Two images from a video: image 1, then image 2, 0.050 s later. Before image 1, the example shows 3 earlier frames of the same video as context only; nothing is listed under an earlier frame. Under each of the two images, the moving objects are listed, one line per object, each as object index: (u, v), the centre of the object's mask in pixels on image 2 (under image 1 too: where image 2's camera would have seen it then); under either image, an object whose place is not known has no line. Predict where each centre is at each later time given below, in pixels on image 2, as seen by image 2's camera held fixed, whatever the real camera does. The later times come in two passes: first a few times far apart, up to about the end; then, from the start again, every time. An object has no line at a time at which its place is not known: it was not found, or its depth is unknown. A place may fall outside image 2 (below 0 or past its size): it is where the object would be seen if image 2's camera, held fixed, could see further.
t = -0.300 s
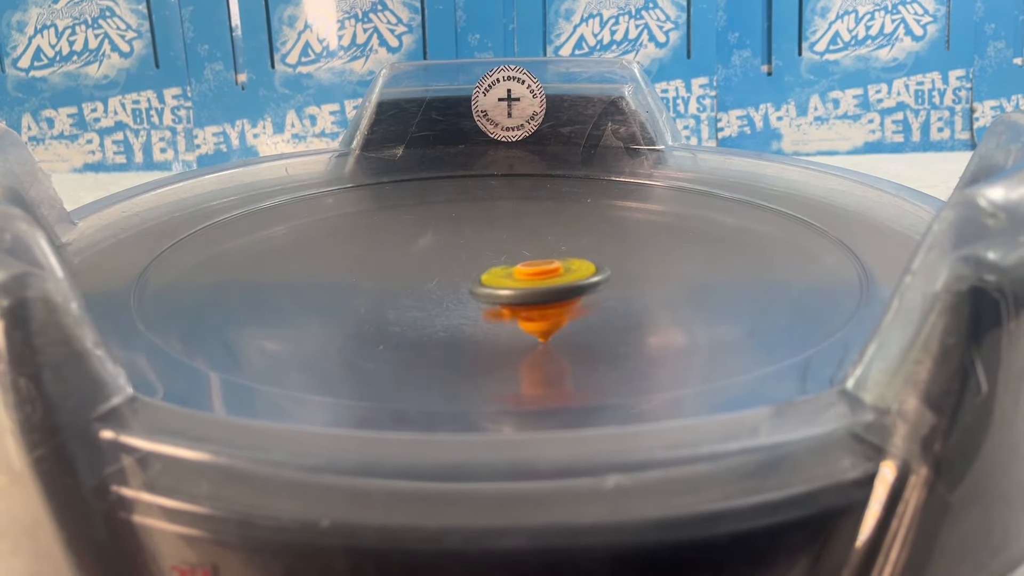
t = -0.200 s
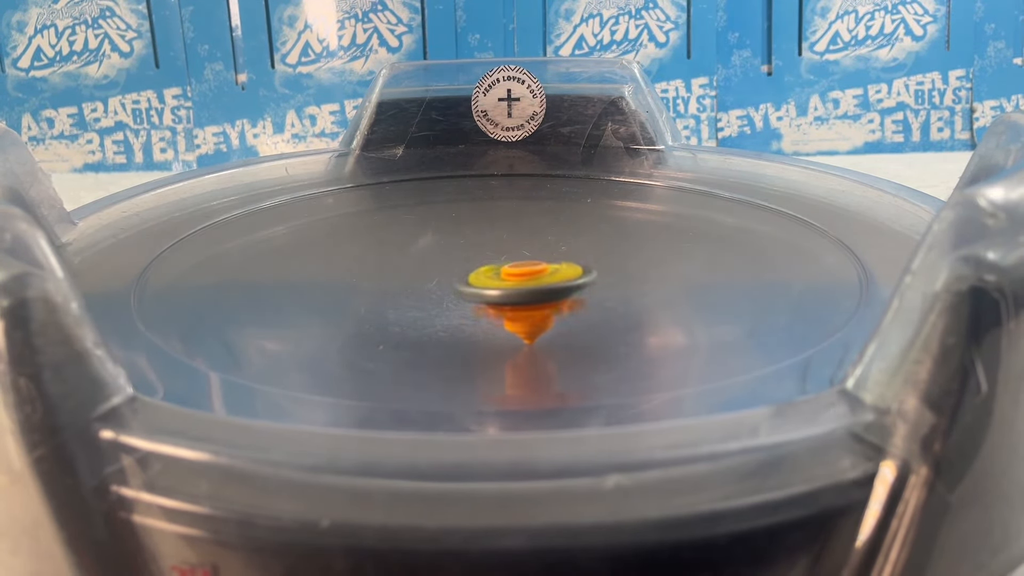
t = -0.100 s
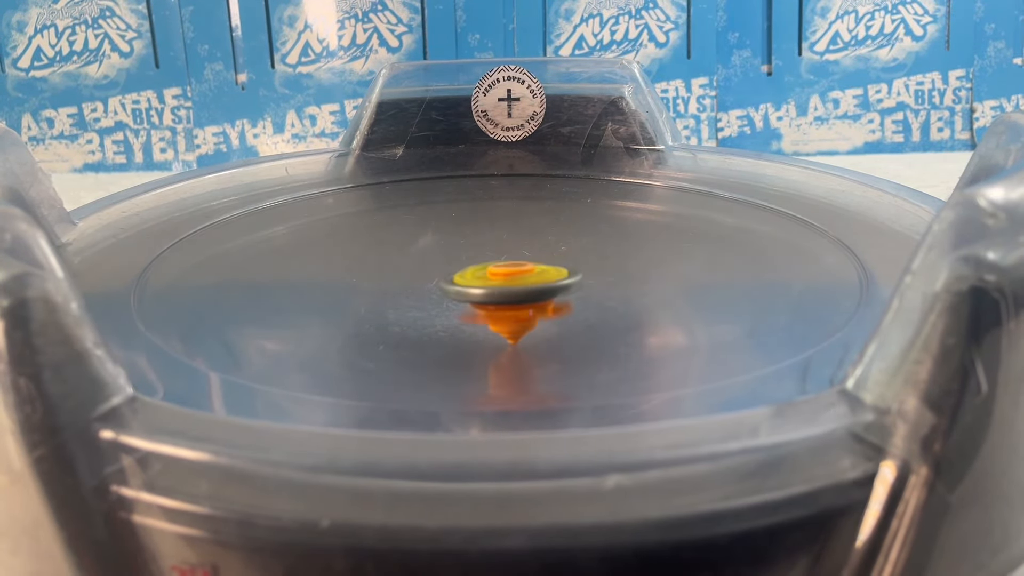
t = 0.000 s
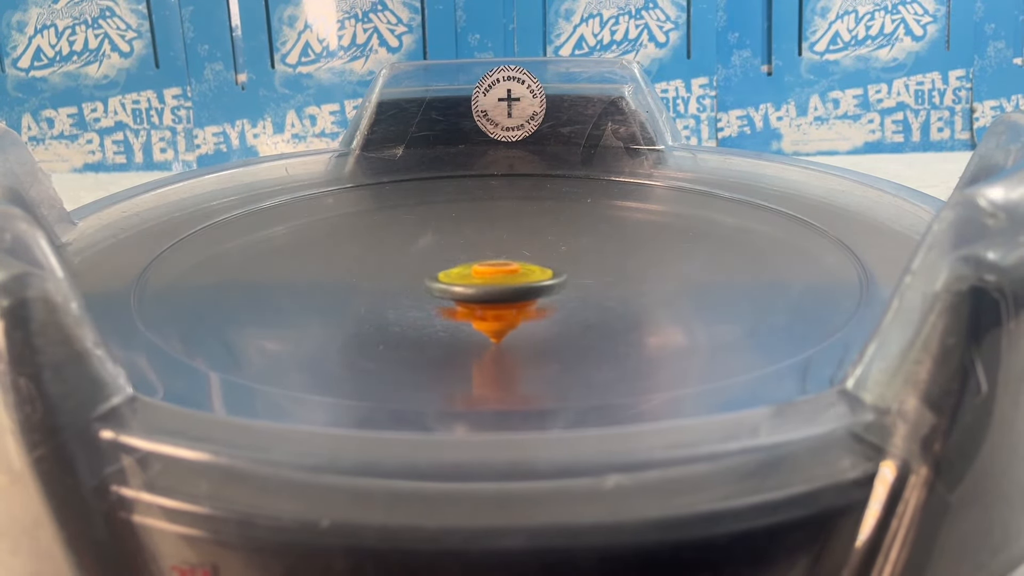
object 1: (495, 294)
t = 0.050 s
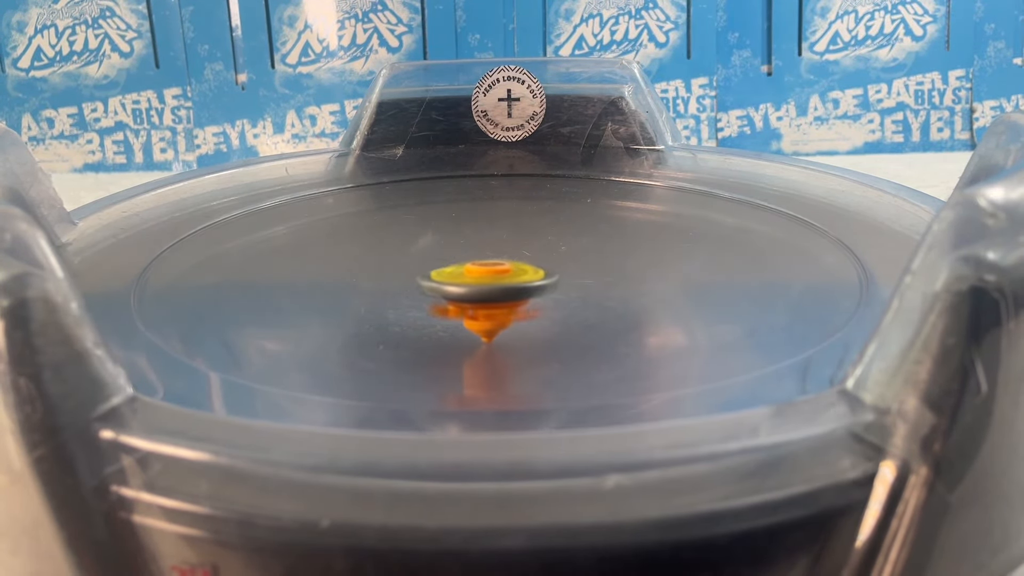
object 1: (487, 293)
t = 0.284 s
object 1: (454, 288)
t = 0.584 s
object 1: (427, 278)
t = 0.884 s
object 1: (417, 265)
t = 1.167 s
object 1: (423, 255)
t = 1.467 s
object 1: (453, 246)
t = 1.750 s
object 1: (490, 242)
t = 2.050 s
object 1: (530, 240)
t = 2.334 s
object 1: (560, 244)
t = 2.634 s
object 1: (579, 252)
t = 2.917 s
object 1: (583, 264)
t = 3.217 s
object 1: (570, 277)
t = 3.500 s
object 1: (543, 287)
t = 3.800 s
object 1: (502, 291)
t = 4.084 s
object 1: (462, 288)
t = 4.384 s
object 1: (432, 279)
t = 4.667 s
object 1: (427, 268)
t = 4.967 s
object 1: (435, 256)
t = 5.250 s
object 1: (462, 250)
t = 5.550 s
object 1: (501, 244)
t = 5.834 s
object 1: (534, 243)
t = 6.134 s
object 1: (562, 248)
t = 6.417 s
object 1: (574, 256)
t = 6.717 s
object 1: (572, 269)
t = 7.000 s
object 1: (549, 274)
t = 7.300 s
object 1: (521, 283)
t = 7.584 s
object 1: (485, 286)
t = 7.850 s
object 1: (459, 282)
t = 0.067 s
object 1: (484, 293)
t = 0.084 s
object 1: (481, 293)
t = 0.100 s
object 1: (478, 292)
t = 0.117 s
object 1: (476, 292)
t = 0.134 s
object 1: (474, 291)
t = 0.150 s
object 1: (471, 291)
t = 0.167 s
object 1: (469, 290)
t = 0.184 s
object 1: (467, 290)
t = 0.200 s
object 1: (464, 290)
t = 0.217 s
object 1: (463, 289)
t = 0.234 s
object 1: (461, 288)
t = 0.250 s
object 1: (458, 288)
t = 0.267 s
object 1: (457, 288)
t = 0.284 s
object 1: (454, 288)
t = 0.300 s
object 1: (452, 288)
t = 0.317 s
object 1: (450, 287)
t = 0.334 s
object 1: (448, 287)
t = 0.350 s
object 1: (446, 285)
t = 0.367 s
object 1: (444, 285)
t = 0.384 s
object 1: (442, 284)
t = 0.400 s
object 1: (440, 284)
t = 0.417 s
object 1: (440, 284)
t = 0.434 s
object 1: (437, 283)
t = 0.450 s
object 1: (436, 283)
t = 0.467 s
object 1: (434, 282)
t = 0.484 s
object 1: (433, 281)
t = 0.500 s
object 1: (431, 281)
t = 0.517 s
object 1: (430, 280)
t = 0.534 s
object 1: (429, 279)
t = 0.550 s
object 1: (428, 279)
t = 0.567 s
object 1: (428, 279)
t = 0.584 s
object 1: (427, 278)
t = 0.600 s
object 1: (426, 277)
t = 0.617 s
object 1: (425, 277)
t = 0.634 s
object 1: (422, 276)
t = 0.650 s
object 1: (421, 275)
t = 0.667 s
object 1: (421, 274)
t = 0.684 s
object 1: (420, 274)
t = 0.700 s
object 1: (419, 273)
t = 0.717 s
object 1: (419, 272)
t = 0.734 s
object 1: (418, 271)
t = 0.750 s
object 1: (418, 271)
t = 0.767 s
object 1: (418, 270)
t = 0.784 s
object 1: (418, 269)
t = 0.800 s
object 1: (417, 269)
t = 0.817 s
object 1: (417, 268)
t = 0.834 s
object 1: (417, 267)
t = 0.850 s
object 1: (417, 266)
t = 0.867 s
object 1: (417, 266)
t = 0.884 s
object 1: (417, 265)
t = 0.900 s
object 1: (416, 264)
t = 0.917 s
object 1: (416, 263)
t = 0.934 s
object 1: (416, 263)
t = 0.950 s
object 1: (415, 262)
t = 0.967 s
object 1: (415, 261)
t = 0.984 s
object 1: (415, 261)
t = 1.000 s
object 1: (416, 260)
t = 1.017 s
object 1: (416, 259)
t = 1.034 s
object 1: (417, 259)
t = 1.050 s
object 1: (417, 258)
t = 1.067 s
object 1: (417, 257)
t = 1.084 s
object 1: (418, 257)
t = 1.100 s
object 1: (419, 256)
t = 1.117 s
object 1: (420, 255)
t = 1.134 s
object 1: (421, 255)
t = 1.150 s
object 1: (421, 254)
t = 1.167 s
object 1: (423, 255)
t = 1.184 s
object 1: (424, 254)
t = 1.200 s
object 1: (426, 254)
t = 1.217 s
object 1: (427, 253)
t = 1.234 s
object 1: (429, 253)
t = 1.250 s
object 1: (430, 252)
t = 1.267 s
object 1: (432, 252)
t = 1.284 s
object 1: (433, 251)
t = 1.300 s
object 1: (435, 250)
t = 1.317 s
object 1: (436, 249)
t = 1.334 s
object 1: (438, 249)
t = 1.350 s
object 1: (440, 248)
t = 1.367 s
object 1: (442, 248)
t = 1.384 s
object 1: (444, 247)
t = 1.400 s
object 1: (445, 247)
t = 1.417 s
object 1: (447, 247)
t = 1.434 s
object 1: (449, 246)
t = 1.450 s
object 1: (450, 246)
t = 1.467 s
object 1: (453, 246)
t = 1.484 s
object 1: (455, 245)
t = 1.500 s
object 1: (456, 245)
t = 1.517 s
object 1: (459, 245)
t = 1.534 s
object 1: (461, 245)
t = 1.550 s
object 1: (463, 245)
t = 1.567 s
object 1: (465, 244)
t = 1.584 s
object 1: (468, 244)
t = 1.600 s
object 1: (471, 243)
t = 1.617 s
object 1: (473, 243)
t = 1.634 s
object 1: (475, 243)
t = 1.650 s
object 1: (477, 242)
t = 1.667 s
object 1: (479, 242)
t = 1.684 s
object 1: (481, 242)
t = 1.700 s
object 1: (484, 242)
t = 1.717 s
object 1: (486, 242)
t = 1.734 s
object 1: (487, 242)
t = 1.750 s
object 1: (490, 242)
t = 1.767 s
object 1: (493, 242)
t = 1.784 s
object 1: (495, 242)
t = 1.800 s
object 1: (497, 242)
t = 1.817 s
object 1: (500, 243)
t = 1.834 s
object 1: (503, 242)
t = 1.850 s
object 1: (505, 241)
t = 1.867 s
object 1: (507, 241)
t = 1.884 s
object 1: (509, 241)
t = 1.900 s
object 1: (511, 241)
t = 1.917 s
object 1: (514, 241)
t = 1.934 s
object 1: (516, 241)
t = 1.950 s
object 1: (518, 241)
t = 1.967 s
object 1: (520, 241)
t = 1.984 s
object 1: (522, 241)
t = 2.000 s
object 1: (524, 242)
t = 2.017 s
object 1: (526, 242)
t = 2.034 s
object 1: (528, 242)
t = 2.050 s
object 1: (530, 240)
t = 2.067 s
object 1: (532, 241)
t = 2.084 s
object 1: (534, 240)
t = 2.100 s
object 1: (536, 240)
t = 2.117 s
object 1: (538, 240)
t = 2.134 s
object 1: (540, 241)
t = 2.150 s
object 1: (541, 241)
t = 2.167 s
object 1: (543, 241)
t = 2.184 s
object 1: (545, 241)
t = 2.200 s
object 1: (547, 242)
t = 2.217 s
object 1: (549, 243)
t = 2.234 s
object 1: (551, 242)
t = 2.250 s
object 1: (553, 242)
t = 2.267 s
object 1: (554, 242)
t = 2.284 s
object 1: (556, 242)
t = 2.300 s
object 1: (557, 242)
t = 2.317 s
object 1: (559, 243)
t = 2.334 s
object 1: (560, 244)
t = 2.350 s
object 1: (562, 244)
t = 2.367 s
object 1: (564, 245)
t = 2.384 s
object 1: (565, 246)
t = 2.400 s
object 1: (566, 245)
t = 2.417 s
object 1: (568, 245)
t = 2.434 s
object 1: (569, 245)
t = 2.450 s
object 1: (570, 245)
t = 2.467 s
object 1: (571, 246)
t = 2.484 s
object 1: (573, 247)
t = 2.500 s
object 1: (574, 247)
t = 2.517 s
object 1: (575, 248)
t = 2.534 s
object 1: (576, 249)
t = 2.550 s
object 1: (576, 249)
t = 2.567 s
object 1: (577, 249)
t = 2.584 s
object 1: (578, 250)
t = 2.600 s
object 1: (579, 250)
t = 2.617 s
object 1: (579, 252)
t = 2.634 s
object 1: (579, 252)
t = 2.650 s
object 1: (580, 253)
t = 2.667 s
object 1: (581, 254)
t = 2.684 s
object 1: (583, 253)
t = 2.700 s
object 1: (583, 253)
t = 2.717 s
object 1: (583, 254)
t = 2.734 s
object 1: (582, 255)
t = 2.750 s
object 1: (582, 256)
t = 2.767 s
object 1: (582, 257)
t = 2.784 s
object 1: (582, 259)
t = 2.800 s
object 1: (583, 260)
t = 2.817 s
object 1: (584, 260)
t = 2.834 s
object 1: (584, 260)
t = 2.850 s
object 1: (585, 260)
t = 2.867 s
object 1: (584, 261)
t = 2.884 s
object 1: (584, 262)
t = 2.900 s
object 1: (584, 263)
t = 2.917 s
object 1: (583, 264)
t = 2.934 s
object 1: (583, 265)
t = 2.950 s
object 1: (583, 265)
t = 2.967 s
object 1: (582, 266)
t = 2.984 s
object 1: (582, 267)
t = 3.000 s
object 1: (582, 268)
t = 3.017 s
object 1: (580, 269)
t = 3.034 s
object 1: (581, 270)
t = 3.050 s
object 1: (581, 270)
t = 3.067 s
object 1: (580, 270)
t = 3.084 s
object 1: (578, 271)
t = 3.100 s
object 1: (576, 272)
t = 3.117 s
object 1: (575, 273)
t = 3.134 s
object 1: (574, 274)
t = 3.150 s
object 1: (573, 275)
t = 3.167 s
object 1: (573, 276)
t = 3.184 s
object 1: (573, 276)
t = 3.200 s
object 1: (571, 276)
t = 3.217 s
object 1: (570, 277)
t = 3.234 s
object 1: (567, 278)
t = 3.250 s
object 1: (566, 279)
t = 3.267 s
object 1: (566, 281)
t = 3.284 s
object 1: (565, 281)
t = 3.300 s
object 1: (563, 281)
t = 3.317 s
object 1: (561, 281)
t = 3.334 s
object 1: (559, 283)
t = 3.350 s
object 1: (558, 284)
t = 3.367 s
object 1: (557, 285)
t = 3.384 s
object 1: (557, 285)
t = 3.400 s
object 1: (554, 284)
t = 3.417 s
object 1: (551, 285)
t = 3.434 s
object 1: (547, 286)
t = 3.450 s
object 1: (545, 287)
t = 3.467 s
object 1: (544, 288)
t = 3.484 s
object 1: (543, 288)
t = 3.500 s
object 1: (543, 287)
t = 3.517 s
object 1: (542, 287)
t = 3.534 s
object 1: (537, 288)
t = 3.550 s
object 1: (534, 289)
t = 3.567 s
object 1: (533, 290)
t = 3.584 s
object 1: (531, 290)
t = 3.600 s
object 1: (530, 290)
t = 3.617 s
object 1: (527, 290)
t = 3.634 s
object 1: (524, 290)
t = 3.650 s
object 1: (522, 291)
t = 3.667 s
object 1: (521, 292)
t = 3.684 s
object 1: (520, 292)
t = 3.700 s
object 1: (518, 291)
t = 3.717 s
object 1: (513, 291)
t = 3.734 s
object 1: (509, 292)
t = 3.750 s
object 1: (508, 292)
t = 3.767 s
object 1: (507, 292)
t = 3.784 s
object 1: (506, 292)
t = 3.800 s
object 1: (502, 291)
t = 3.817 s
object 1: (497, 291)
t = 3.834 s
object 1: (495, 292)
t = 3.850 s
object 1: (494, 292)
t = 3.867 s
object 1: (492, 292)
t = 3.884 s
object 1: (489, 291)
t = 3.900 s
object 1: (485, 291)
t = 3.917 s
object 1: (483, 291)
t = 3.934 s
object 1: (482, 291)
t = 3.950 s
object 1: (481, 291)
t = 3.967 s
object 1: (479, 290)
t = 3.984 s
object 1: (475, 290)
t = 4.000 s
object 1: (471, 290)
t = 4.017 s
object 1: (470, 290)
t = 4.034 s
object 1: (470, 290)
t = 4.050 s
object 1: (468, 289)
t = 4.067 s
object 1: (466, 288)
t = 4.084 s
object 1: (462, 288)
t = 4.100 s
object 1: (461, 288)
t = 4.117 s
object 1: (460, 288)
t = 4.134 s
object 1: (458, 287)
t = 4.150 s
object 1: (454, 286)
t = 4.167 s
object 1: (452, 286)
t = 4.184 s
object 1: (452, 286)
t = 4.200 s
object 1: (452, 286)
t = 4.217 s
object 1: (450, 285)
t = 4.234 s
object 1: (445, 284)
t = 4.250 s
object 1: (442, 284)
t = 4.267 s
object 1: (442, 284)
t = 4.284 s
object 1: (442, 283)
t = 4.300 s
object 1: (440, 282)
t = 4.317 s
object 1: (437, 281)
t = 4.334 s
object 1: (436, 282)
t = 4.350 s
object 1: (435, 281)
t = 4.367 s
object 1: (434, 280)
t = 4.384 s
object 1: (432, 279)
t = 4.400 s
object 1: (430, 279)
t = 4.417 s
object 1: (431, 279)
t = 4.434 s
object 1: (431, 278)
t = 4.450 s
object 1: (431, 277)
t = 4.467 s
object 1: (427, 276)
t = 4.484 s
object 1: (426, 276)
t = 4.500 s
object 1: (427, 276)
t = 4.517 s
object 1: (427, 275)
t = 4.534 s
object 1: (426, 273)
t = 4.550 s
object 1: (424, 273)
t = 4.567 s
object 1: (425, 273)
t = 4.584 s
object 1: (424, 272)
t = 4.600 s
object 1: (425, 271)
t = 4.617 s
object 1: (423, 270)
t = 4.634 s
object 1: (424, 271)
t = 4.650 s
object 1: (426, 270)
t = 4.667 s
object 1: (427, 268)
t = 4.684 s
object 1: (425, 267)
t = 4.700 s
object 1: (424, 268)
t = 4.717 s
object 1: (426, 268)
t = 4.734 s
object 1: (427, 266)
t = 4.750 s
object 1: (427, 264)
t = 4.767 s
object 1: (426, 264)
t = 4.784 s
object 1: (427, 265)
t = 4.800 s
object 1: (427, 264)
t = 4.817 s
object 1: (428, 262)
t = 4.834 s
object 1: (428, 262)
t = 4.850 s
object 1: (429, 262)
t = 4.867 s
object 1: (431, 261)
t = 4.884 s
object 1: (431, 259)
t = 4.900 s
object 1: (431, 259)
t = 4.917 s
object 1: (432, 260)
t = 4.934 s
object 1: (433, 259)
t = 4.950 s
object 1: (435, 257)
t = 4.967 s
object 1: (435, 256)
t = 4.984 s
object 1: (436, 257)
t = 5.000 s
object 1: (437, 257)
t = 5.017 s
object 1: (439, 255)
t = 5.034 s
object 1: (441, 254)
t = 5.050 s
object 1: (441, 255)
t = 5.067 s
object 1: (444, 254)
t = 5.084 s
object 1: (445, 252)
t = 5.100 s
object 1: (446, 252)
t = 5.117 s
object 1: (448, 254)
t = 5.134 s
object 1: (449, 253)
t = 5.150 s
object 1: (452, 251)
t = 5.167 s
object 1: (453, 251)
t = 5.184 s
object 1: (455, 251)
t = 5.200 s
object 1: (456, 250)
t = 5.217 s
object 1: (458, 250)
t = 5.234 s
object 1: (460, 250)
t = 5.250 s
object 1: (462, 250)
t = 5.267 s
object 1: (465, 248)
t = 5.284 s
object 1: (467, 248)
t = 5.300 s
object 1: (468, 249)
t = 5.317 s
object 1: (470, 249)
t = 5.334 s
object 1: (474, 247)
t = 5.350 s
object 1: (475, 247)
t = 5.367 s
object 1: (476, 247)
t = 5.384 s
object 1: (477, 248)
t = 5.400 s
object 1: (480, 246)
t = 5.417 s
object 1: (482, 246)
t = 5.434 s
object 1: (484, 246)
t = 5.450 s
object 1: (487, 245)
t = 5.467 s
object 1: (489, 245)
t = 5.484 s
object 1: (491, 245)
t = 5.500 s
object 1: (494, 245)
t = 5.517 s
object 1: (496, 245)
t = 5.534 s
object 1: (498, 244)
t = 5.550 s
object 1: (501, 244)
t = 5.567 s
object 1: (502, 245)
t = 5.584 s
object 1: (505, 244)
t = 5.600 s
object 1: (507, 244)
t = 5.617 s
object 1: (508, 245)
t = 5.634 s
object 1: (511, 243)
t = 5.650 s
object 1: (513, 243)
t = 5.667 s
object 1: (515, 244)
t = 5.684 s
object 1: (516, 244)
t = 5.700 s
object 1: (519, 242)
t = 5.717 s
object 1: (521, 243)
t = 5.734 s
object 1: (523, 244)
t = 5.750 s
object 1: (524, 243)
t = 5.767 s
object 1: (526, 242)
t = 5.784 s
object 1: (528, 244)
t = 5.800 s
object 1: (530, 244)
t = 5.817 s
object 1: (532, 242)
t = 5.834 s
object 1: (534, 243)
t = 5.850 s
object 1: (536, 244)
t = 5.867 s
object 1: (537, 243)
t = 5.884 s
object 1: (539, 243)
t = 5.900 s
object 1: (541, 244)
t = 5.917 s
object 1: (543, 244)
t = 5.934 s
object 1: (544, 243)
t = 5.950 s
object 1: (546, 244)
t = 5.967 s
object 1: (548, 245)
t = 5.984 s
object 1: (549, 243)
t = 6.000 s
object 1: (551, 245)
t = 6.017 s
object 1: (552, 246)
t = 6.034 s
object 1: (553, 245)
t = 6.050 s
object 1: (555, 245)
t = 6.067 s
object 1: (556, 246)
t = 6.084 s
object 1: (557, 246)
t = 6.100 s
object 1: (559, 246)
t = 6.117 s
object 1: (560, 248)
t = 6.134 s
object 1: (562, 248)
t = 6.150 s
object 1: (562, 247)
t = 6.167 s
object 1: (564, 249)
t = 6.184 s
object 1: (564, 249)
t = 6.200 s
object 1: (565, 248)
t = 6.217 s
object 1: (566, 249)
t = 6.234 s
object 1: (567, 250)
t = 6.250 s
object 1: (567, 250)
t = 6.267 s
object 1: (569, 251)
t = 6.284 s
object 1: (570, 253)
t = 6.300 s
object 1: (572, 251)
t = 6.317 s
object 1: (571, 252)
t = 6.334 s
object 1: (573, 255)
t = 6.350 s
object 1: (573, 254)
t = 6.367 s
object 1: (573, 254)
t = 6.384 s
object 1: (574, 256)
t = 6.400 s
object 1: (574, 256)
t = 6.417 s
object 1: (574, 256)
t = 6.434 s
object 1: (575, 259)
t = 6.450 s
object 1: (576, 258)
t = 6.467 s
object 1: (575, 258)
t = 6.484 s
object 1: (574, 260)
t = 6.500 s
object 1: (576, 261)
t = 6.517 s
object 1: (576, 260)
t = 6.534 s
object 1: (576, 261)
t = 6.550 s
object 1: (576, 263)
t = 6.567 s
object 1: (576, 263)
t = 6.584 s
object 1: (575, 264)
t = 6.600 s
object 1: (577, 266)
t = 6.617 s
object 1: (576, 265)
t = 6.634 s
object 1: (574, 266)
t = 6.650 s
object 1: (575, 268)
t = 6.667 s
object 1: (575, 267)
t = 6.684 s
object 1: (573, 268)
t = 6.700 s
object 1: (573, 270)
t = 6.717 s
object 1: (572, 269)
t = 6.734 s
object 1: (572, 272)
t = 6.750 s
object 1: (574, 272)
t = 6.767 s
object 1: (571, 272)
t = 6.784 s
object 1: (569, 274)
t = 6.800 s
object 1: (561, 269)
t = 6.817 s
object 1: (558, 268)
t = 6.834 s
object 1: (559, 268)
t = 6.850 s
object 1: (558, 270)
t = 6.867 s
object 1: (556, 270)
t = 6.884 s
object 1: (556, 270)
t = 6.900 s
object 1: (554, 272)
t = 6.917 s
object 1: (553, 271)
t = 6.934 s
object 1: (552, 273)
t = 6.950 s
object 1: (551, 273)
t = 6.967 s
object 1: (552, 272)
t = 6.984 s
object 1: (551, 275)
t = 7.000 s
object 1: (549, 274)
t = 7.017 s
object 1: (549, 274)
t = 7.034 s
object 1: (549, 276)
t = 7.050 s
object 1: (544, 276)
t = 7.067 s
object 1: (546, 276)
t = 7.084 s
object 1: (544, 278)
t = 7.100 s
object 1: (540, 278)
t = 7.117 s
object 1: (542, 277)
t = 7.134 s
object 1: (539, 280)
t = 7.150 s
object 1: (536, 279)
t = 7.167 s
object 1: (537, 280)
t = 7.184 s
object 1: (534, 282)
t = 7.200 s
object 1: (531, 280)
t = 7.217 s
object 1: (532, 281)
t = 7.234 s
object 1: (528, 282)
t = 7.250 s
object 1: (526, 282)
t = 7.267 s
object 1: (526, 283)
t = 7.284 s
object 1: (521, 284)
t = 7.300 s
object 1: (521, 283)
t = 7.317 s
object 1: (519, 284)
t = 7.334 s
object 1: (516, 285)
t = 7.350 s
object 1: (515, 283)
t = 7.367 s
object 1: (515, 285)
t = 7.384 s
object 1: (510, 285)
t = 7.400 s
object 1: (509, 285)
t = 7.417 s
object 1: (508, 286)
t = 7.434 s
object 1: (502, 286)
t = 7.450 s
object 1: (502, 285)
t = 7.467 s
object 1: (500, 286)
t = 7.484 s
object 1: (496, 286)
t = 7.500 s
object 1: (496, 285)
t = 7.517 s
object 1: (495, 286)
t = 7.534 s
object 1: (491, 286)
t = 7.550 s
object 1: (490, 285)
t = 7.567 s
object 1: (491, 286)
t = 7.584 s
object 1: (485, 286)
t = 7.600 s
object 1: (486, 285)
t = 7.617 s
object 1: (484, 286)
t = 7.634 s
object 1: (480, 286)
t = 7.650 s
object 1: (479, 284)
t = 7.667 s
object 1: (478, 286)
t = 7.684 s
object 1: (474, 285)
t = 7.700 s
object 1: (472, 284)
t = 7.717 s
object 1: (474, 285)
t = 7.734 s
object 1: (469, 285)
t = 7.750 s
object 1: (468, 283)
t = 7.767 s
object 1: (468, 284)
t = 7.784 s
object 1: (466, 284)
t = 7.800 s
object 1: (463, 282)
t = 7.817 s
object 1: (465, 283)
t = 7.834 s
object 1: (462, 283)
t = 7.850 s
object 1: (459, 282)
